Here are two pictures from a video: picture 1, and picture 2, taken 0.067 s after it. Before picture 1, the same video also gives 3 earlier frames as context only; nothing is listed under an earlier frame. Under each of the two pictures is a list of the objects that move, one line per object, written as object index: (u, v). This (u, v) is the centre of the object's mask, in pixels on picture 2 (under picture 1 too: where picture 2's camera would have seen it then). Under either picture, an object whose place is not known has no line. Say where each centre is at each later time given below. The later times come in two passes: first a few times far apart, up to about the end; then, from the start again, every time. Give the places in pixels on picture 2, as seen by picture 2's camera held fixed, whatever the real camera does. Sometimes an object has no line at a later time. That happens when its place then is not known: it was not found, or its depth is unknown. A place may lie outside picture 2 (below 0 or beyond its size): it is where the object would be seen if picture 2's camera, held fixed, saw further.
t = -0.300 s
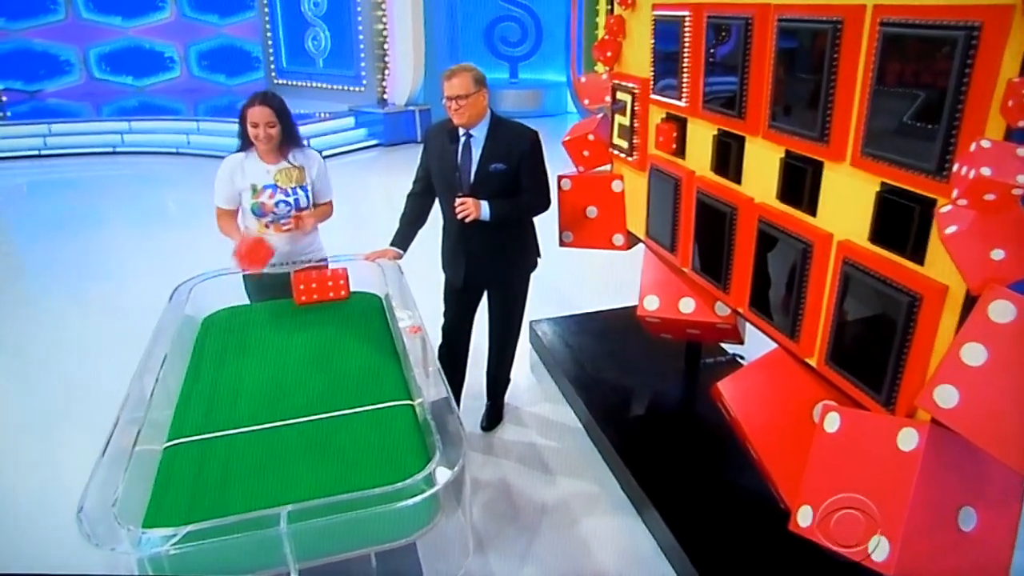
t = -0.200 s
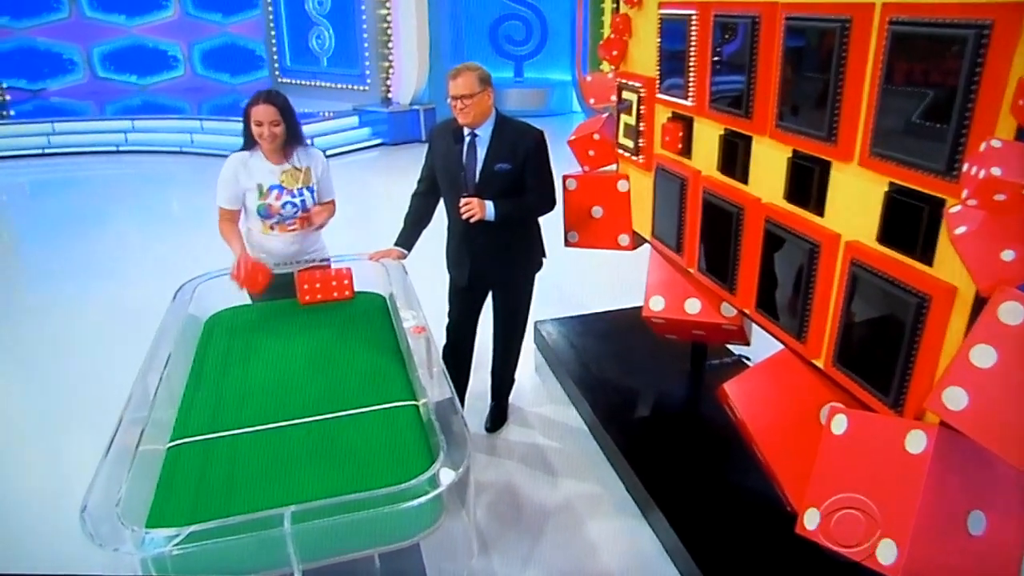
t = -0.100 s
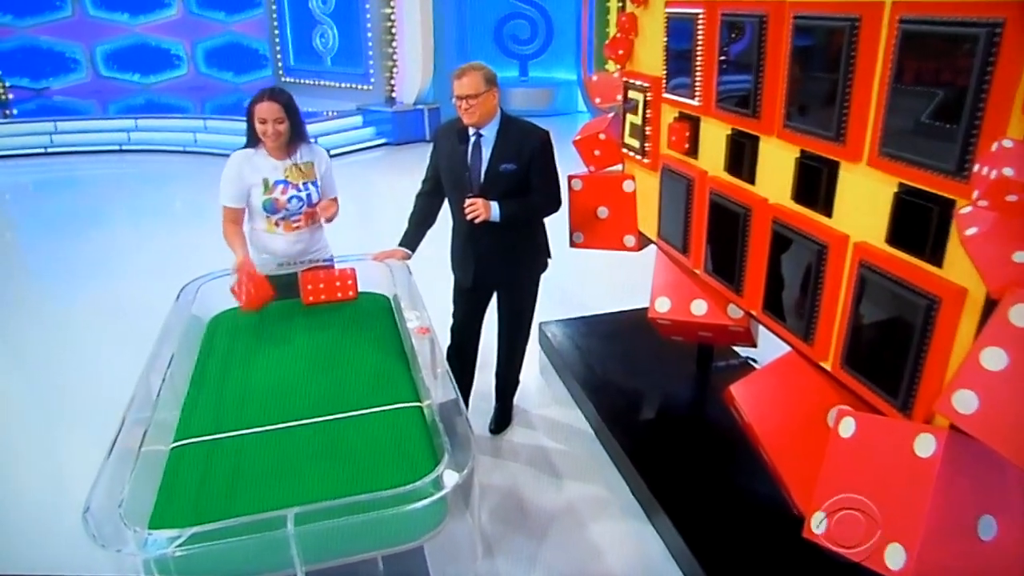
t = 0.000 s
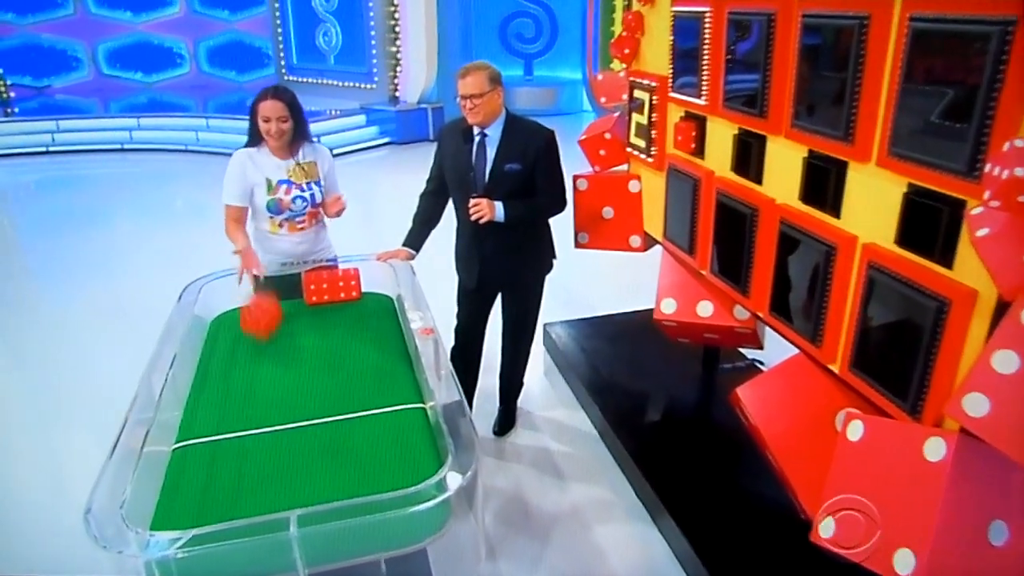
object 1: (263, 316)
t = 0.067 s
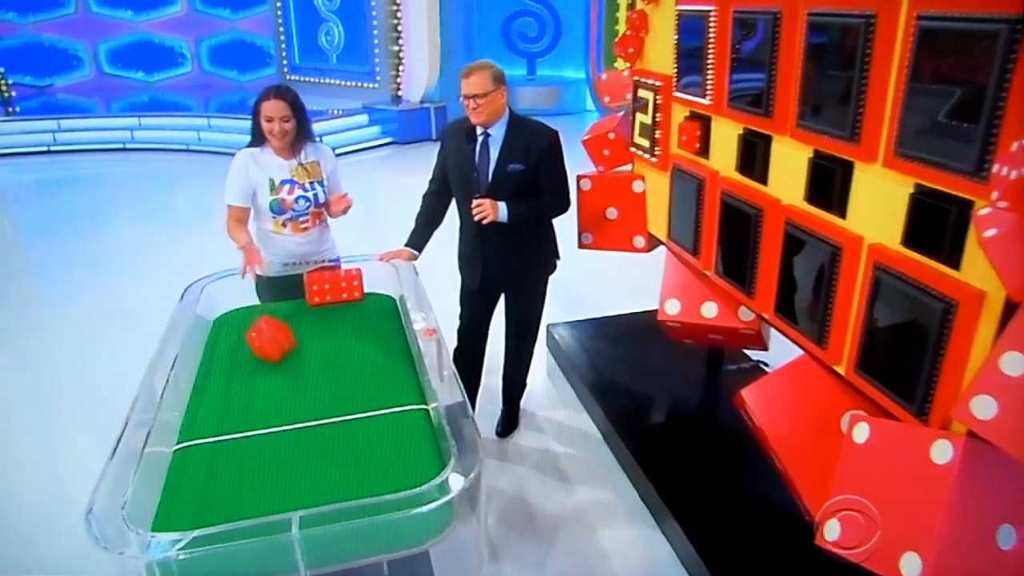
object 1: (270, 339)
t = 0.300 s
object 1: (300, 381)
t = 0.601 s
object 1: (356, 418)
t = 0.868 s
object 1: (384, 442)
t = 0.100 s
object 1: (273, 339)
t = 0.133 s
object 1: (276, 341)
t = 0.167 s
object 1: (279, 344)
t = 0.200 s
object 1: (283, 350)
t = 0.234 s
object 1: (289, 361)
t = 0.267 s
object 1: (294, 372)
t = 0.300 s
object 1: (300, 381)
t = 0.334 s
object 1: (307, 388)
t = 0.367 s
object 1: (314, 394)
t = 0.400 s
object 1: (321, 397)
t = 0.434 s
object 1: (327, 400)
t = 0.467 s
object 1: (333, 406)
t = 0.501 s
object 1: (342, 418)
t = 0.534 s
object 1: (350, 426)
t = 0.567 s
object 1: (353, 423)
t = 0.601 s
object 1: (356, 418)
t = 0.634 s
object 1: (359, 416)
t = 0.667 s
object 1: (363, 418)
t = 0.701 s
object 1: (366, 423)
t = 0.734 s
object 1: (370, 431)
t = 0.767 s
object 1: (374, 440)
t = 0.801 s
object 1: (377, 440)
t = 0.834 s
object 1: (380, 439)
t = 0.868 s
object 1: (384, 442)
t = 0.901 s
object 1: (388, 446)
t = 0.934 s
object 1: (392, 454)
